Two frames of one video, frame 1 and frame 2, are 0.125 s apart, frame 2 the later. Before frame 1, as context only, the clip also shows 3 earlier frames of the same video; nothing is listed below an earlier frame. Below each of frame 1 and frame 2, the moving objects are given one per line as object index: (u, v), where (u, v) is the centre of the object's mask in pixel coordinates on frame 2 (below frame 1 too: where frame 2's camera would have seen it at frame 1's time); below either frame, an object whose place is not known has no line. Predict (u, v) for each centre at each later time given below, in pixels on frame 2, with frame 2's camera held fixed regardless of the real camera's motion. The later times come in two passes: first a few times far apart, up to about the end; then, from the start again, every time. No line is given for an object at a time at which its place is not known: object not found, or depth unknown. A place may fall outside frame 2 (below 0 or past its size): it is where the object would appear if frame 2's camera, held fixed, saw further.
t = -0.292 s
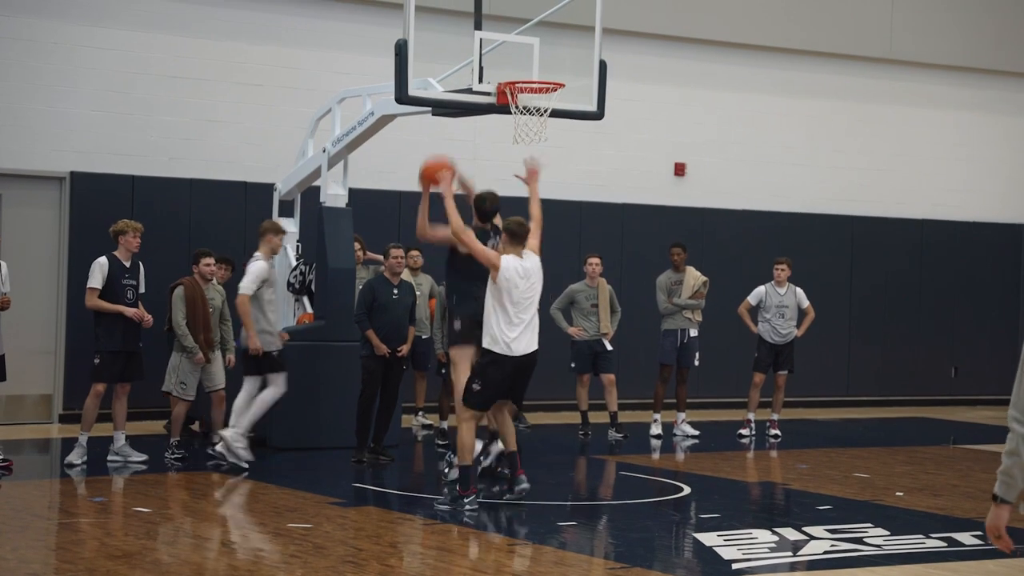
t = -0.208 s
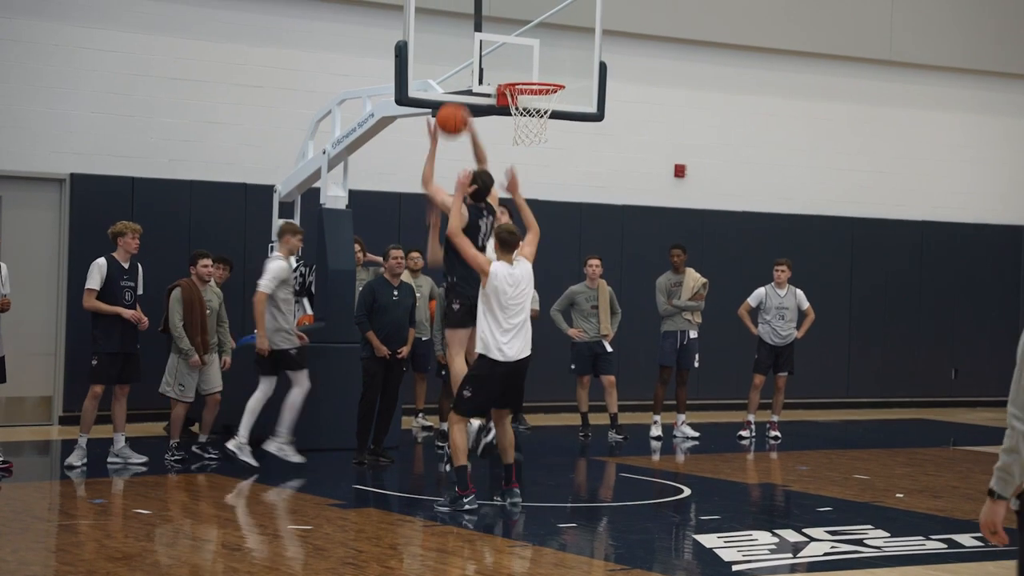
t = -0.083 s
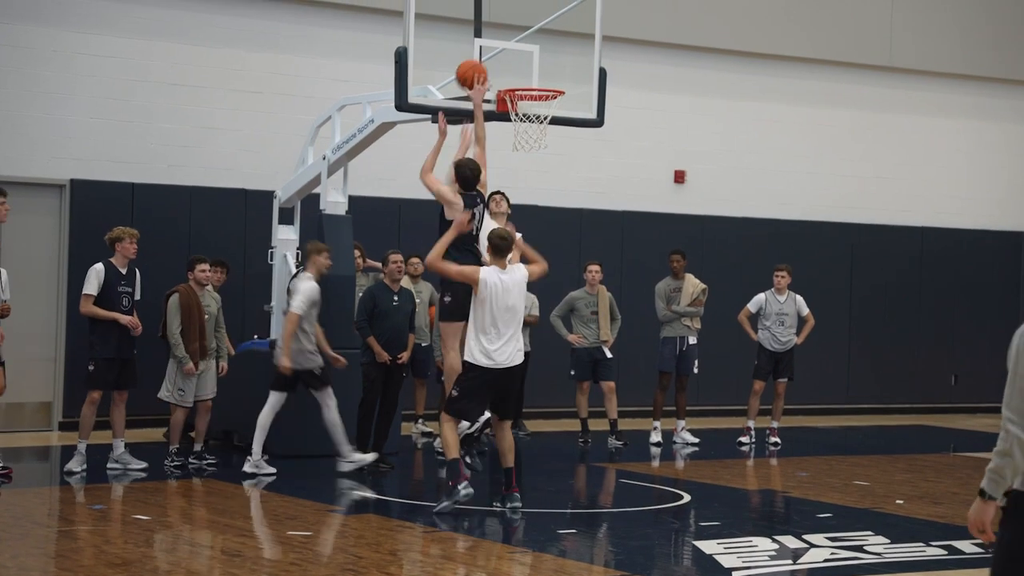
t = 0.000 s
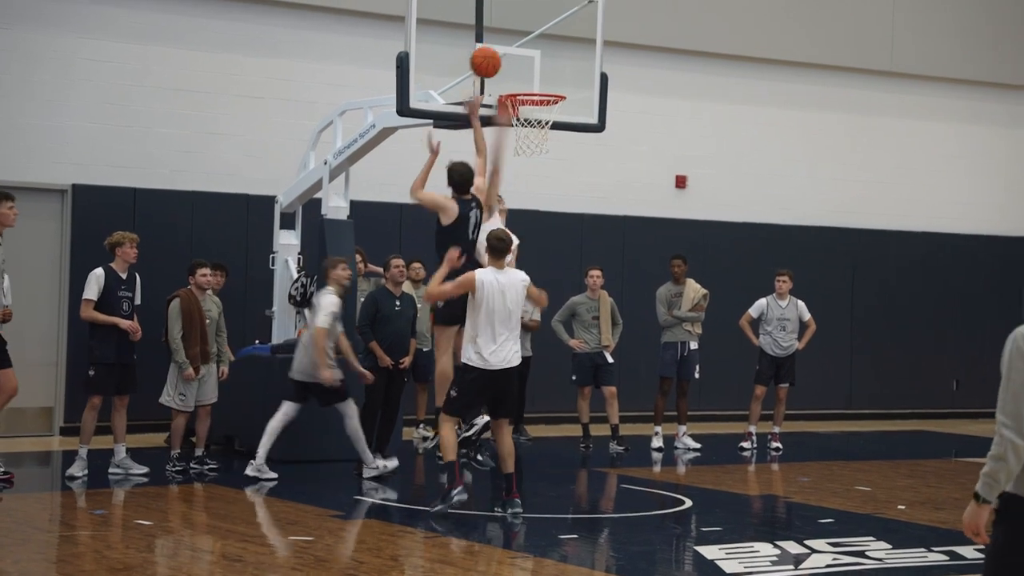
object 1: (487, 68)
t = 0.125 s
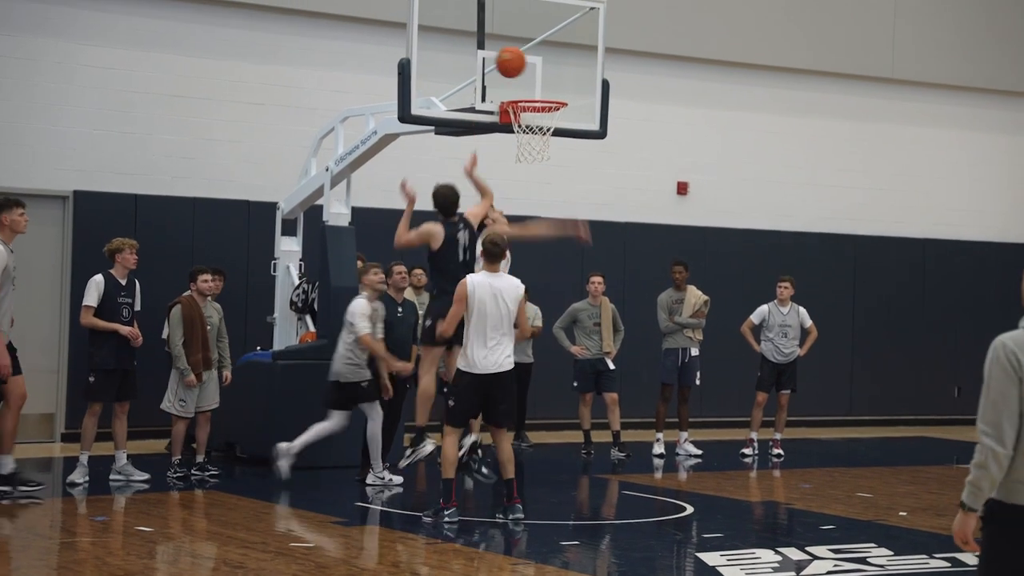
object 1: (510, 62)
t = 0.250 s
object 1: (541, 77)
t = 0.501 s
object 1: (527, 85)
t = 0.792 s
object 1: (540, 99)
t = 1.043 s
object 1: (542, 131)
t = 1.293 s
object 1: (524, 168)
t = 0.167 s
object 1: (521, 65)
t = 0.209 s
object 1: (531, 70)
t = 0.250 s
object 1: (541, 77)
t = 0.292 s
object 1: (551, 86)
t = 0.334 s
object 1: (554, 89)
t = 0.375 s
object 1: (547, 86)
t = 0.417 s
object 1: (540, 84)
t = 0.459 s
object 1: (533, 84)
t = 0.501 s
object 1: (527, 85)
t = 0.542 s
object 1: (519, 88)
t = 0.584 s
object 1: (519, 88)
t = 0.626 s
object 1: (524, 86)
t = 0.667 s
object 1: (528, 86)
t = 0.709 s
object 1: (532, 88)
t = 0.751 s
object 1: (536, 92)
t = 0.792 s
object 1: (540, 99)
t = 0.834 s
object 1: (541, 101)
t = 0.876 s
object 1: (542, 104)
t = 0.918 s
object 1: (543, 110)
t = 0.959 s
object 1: (543, 118)
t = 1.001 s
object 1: (543, 125)
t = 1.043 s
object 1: (542, 131)
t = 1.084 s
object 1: (539, 134)
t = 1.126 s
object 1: (537, 149)
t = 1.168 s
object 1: (535, 150)
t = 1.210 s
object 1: (531, 154)
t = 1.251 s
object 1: (528, 158)
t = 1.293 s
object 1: (524, 168)
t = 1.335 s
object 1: (521, 181)
